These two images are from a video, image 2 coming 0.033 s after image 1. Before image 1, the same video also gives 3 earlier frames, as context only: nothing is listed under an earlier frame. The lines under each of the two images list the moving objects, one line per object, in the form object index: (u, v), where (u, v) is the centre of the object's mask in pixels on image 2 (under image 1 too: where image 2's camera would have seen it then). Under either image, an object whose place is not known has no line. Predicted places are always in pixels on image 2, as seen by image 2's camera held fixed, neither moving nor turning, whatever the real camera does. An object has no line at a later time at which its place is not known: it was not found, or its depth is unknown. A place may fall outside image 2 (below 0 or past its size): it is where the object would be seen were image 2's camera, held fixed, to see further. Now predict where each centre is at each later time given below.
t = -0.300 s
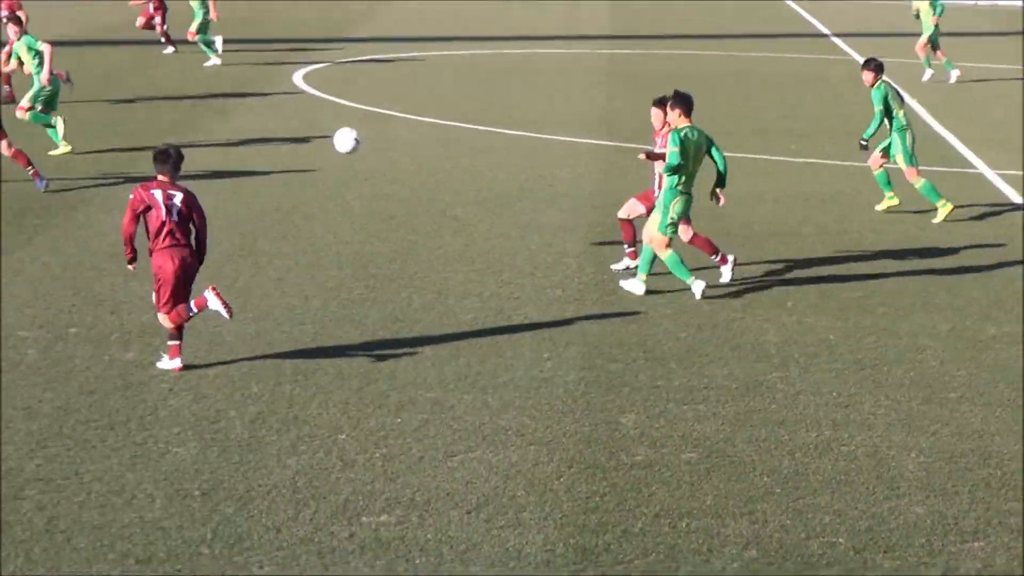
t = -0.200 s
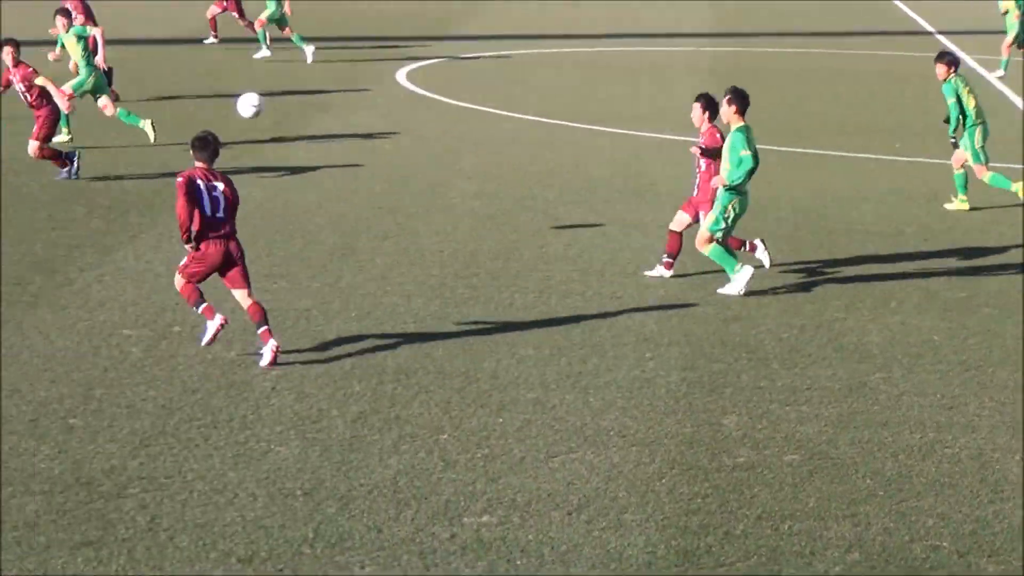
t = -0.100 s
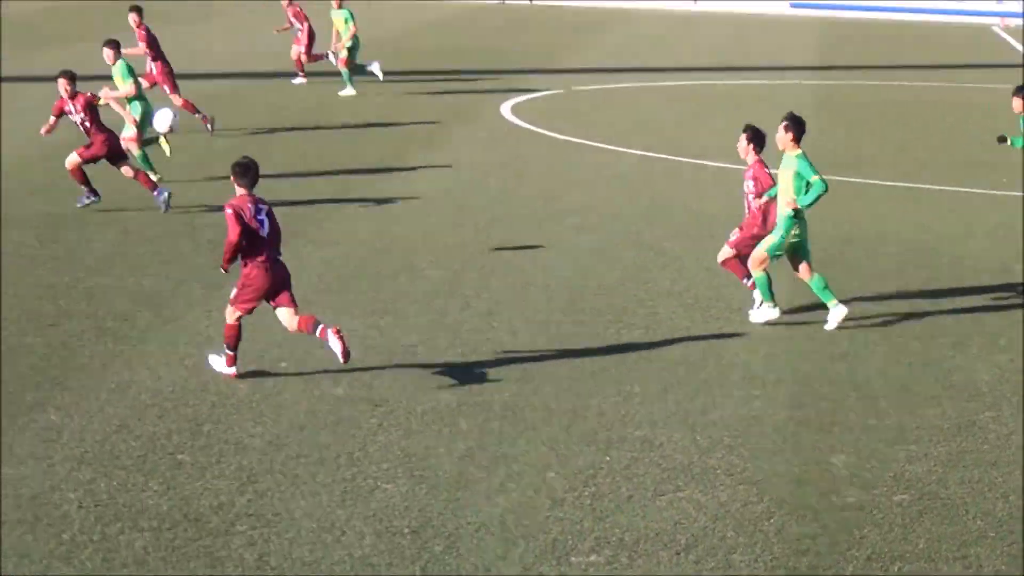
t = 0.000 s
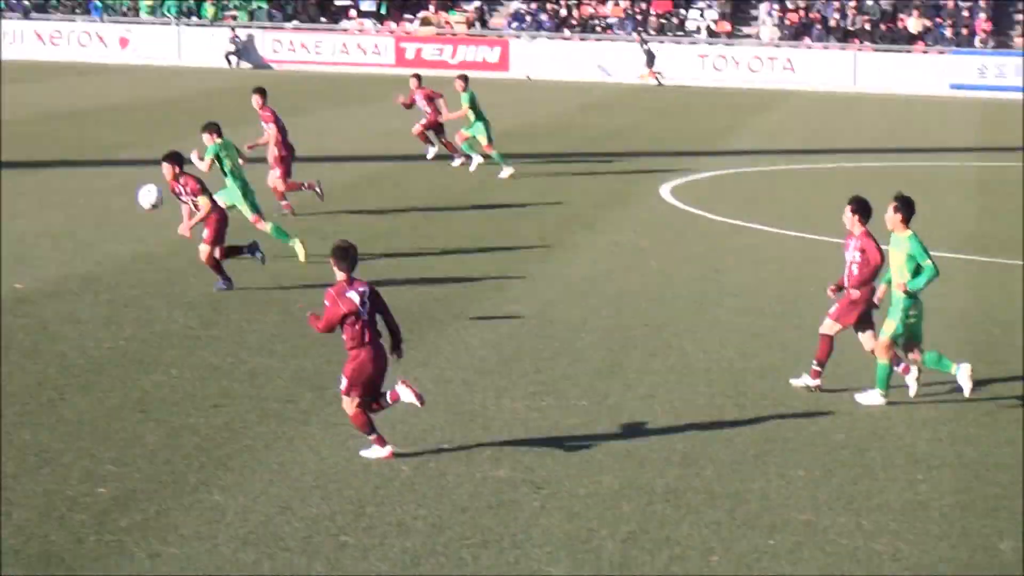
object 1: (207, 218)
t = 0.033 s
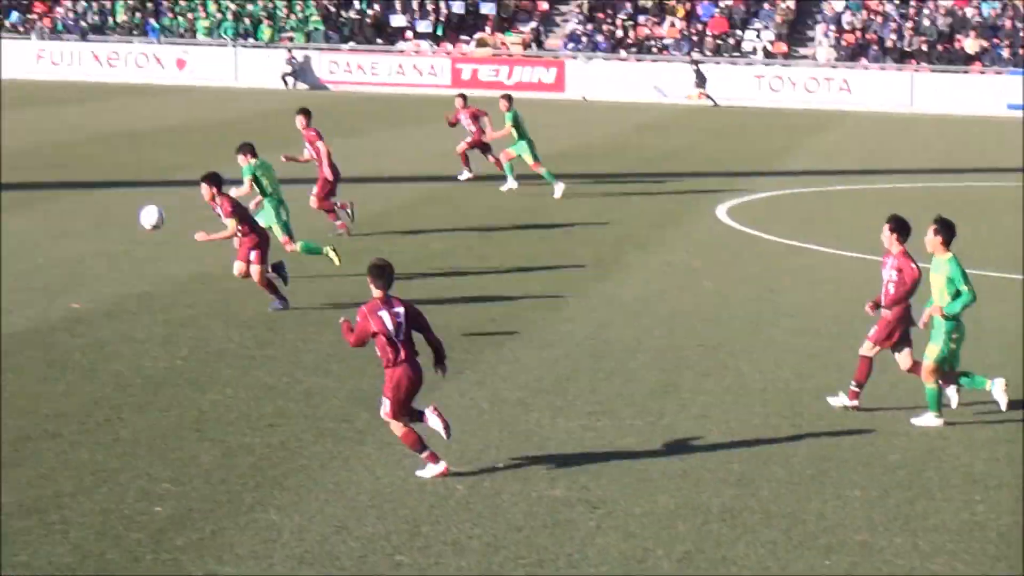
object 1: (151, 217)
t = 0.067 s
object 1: (94, 218)
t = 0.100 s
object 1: (37, 220)
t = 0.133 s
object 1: (-18, 225)
